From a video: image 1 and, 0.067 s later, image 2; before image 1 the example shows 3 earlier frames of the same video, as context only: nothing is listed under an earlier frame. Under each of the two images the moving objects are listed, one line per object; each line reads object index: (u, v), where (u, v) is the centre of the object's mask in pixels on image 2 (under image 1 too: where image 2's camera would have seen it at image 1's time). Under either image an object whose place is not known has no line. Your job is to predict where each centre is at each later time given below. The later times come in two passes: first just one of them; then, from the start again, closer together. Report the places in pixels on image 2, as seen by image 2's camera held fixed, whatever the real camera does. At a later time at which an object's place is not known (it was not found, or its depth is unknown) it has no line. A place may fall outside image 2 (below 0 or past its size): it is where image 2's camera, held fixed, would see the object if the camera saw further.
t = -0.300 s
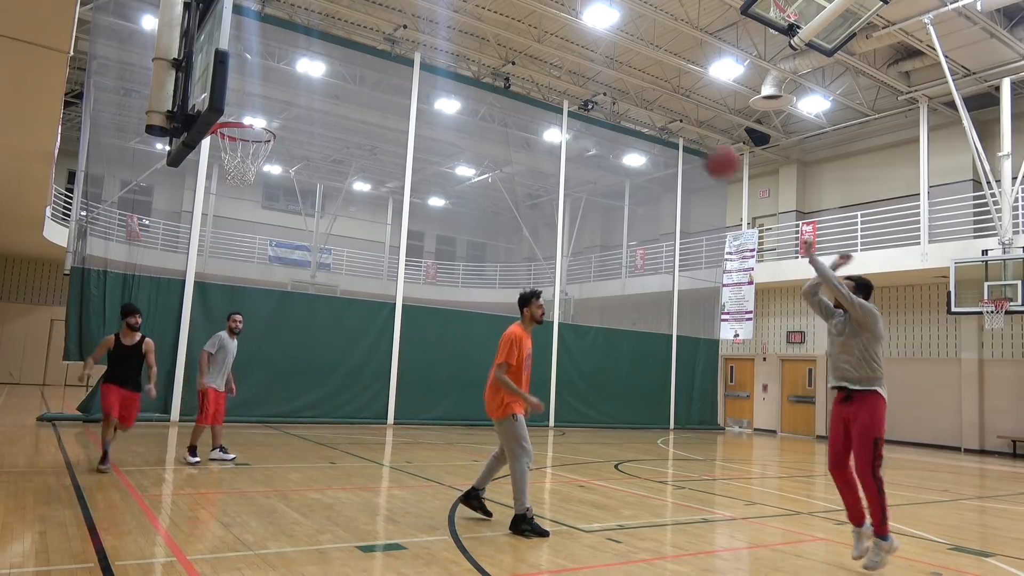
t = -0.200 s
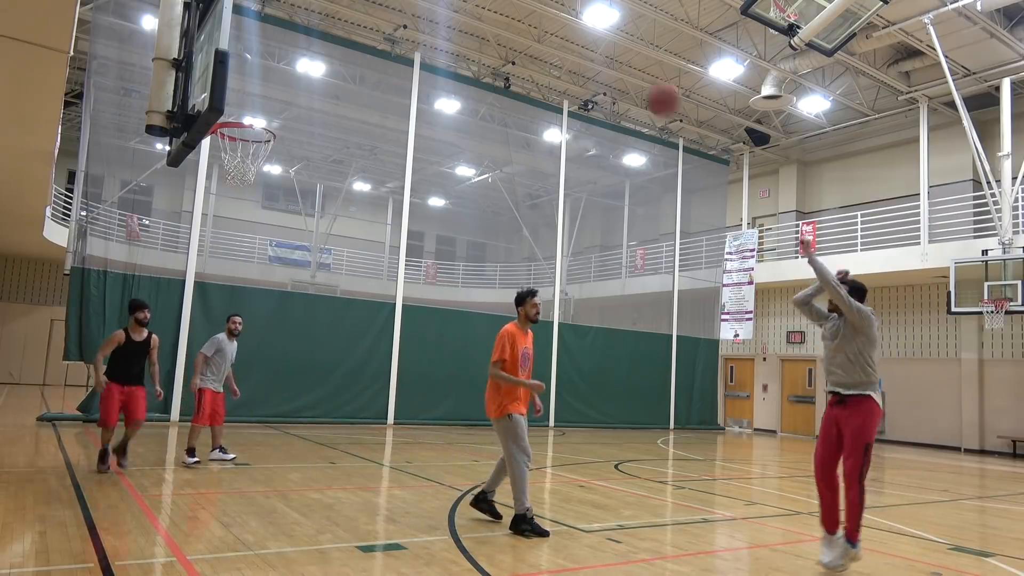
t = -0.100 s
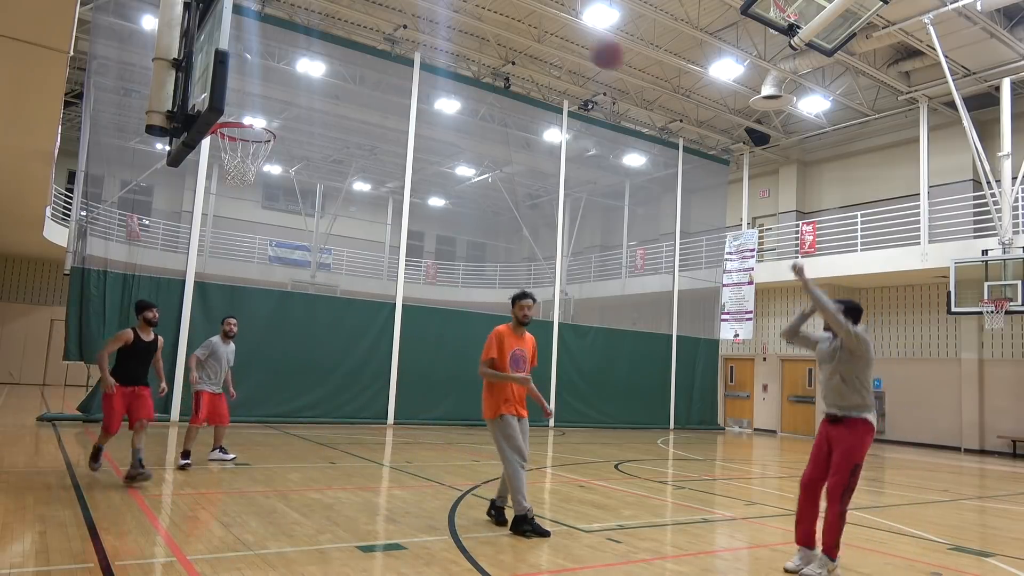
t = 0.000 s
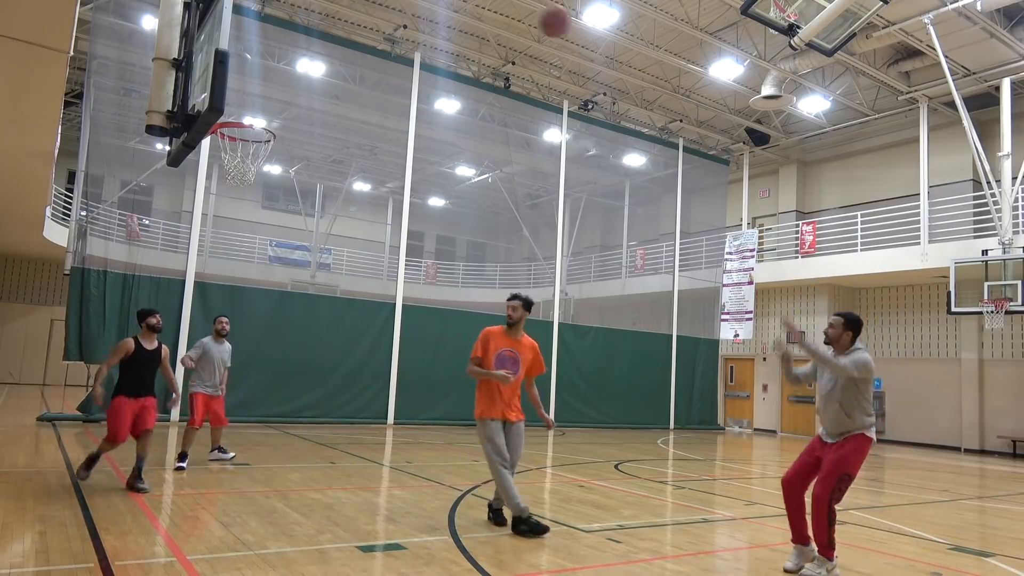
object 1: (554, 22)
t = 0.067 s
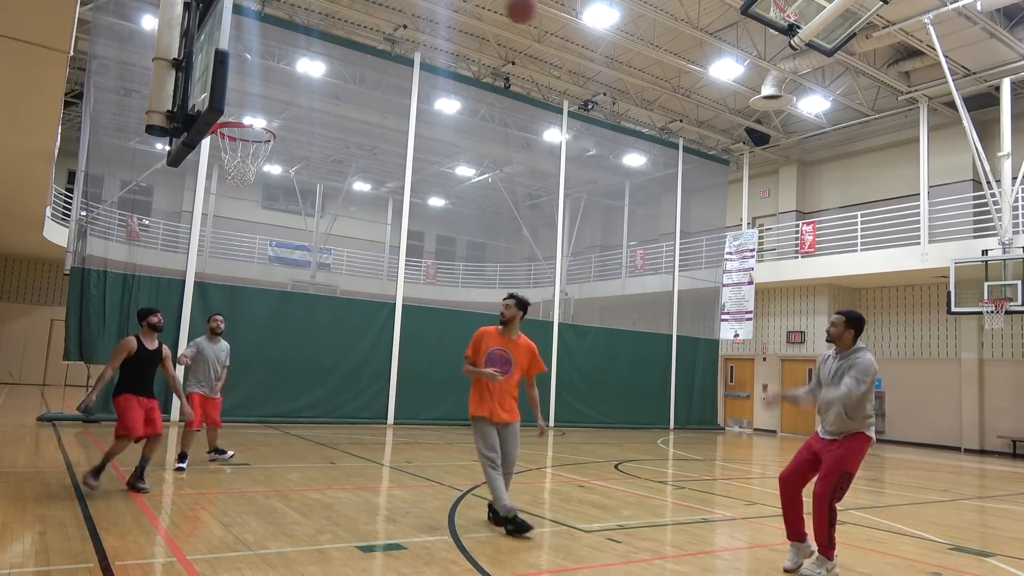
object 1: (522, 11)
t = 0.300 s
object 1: (407, 8)
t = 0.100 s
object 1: (504, 8)
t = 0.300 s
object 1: (407, 8)
